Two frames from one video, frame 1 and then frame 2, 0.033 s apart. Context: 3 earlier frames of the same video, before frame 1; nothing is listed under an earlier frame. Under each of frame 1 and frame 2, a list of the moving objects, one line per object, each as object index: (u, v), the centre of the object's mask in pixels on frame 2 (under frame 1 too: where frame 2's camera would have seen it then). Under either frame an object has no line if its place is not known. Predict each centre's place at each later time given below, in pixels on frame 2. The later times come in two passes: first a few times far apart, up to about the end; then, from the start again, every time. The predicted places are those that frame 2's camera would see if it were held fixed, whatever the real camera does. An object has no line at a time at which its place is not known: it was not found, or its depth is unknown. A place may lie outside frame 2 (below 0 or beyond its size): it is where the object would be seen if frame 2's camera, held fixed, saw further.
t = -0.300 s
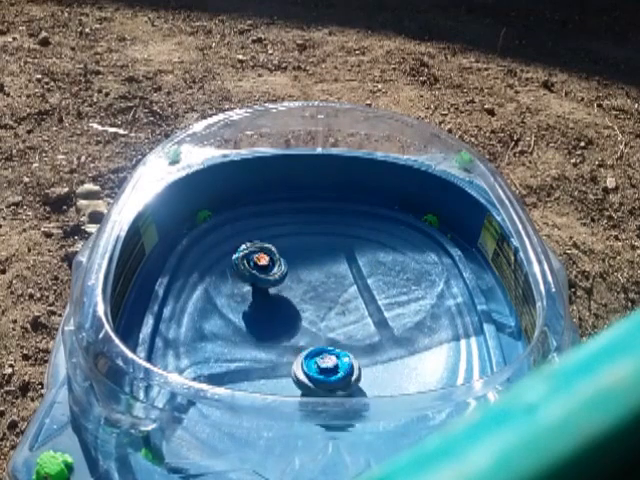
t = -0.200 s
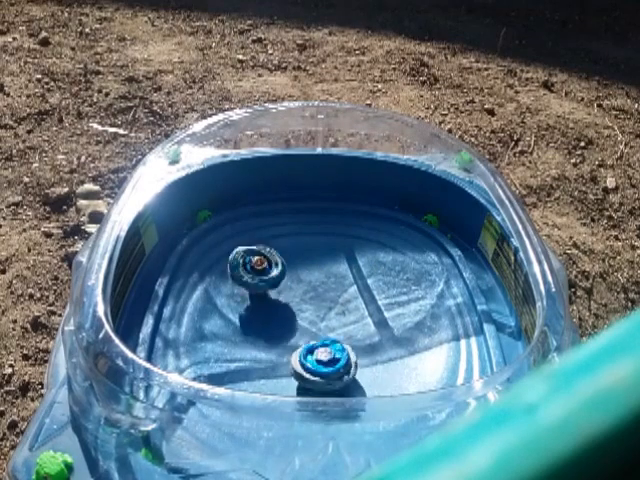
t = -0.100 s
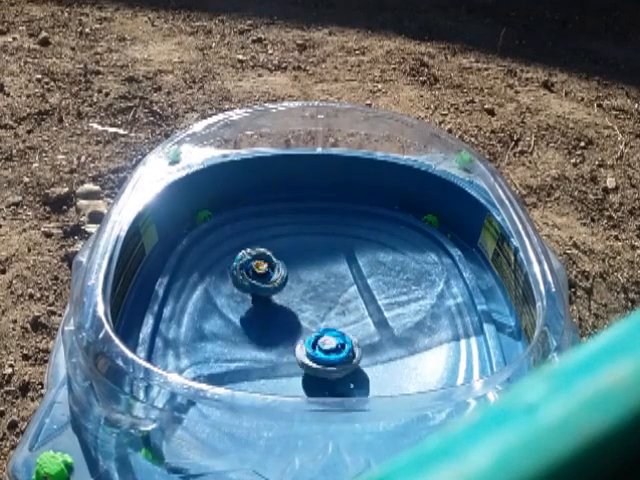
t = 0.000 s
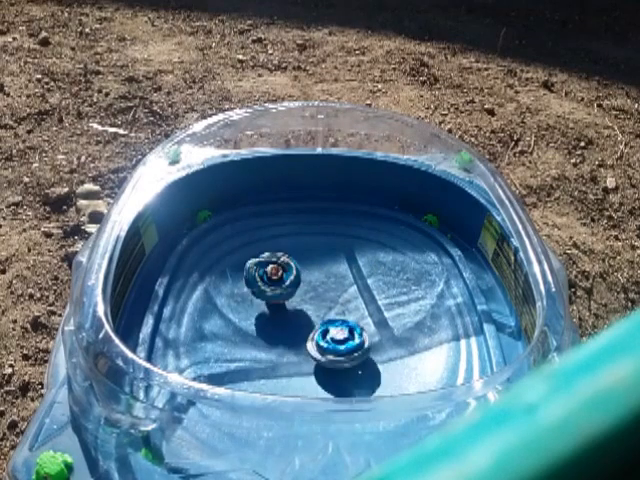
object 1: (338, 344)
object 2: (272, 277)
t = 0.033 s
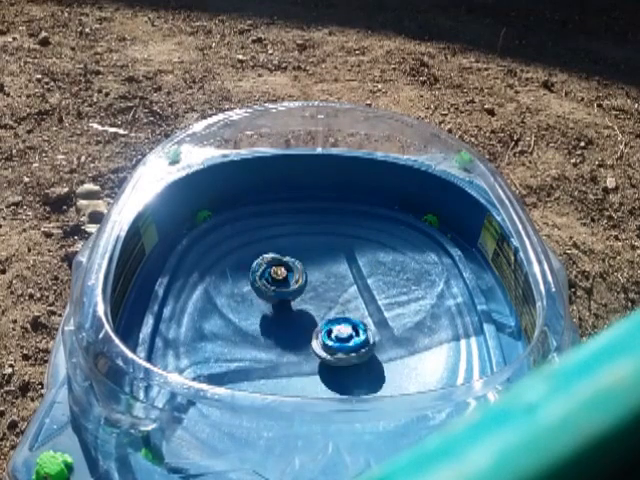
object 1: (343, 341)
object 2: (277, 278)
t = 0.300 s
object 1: (371, 334)
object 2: (324, 278)
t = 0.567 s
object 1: (368, 331)
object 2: (354, 278)
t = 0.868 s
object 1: (334, 324)
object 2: (329, 263)
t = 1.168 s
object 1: (299, 353)
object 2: (274, 244)
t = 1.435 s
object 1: (308, 374)
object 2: (239, 225)
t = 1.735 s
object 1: (274, 357)
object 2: (226, 241)
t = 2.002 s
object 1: (314, 326)
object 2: (269, 287)
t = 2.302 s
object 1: (373, 337)
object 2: (315, 301)
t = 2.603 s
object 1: (358, 345)
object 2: (341, 292)
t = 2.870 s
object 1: (336, 333)
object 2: (320, 280)
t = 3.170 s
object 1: (328, 318)
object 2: (278, 272)
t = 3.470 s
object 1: (351, 318)
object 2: (274, 303)
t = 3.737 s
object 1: (349, 332)
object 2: (285, 315)
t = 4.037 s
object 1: (350, 338)
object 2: (280, 322)
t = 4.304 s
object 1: (339, 329)
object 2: (272, 324)
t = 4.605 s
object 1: (340, 309)
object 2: (280, 314)
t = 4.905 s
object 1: (344, 308)
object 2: (280, 310)
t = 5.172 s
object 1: (346, 306)
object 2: (270, 314)
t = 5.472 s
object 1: (361, 319)
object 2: (270, 334)
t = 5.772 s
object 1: (340, 318)
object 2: (275, 328)
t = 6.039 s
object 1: (343, 308)
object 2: (260, 334)
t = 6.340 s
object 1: (329, 304)
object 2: (283, 328)
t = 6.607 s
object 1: (333, 297)
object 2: (276, 343)
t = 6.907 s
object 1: (323, 298)
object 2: (297, 347)
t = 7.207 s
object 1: (323, 296)
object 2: (317, 339)
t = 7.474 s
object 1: (320, 295)
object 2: (330, 337)
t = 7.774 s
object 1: (313, 291)
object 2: (336, 336)
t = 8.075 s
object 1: (301, 293)
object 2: (357, 355)
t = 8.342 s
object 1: (295, 308)
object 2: (349, 345)
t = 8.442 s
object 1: (289, 311)
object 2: (343, 341)
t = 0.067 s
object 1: (347, 339)
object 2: (283, 279)
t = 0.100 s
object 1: (351, 338)
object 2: (289, 280)
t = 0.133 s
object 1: (356, 337)
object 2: (295, 279)
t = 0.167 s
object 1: (359, 336)
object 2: (301, 280)
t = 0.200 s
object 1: (363, 335)
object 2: (307, 279)
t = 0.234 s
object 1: (366, 335)
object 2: (313, 279)
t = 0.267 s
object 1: (369, 334)
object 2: (319, 279)
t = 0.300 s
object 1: (371, 334)
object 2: (324, 278)
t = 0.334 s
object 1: (373, 334)
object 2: (329, 278)
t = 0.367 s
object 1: (375, 334)
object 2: (333, 278)
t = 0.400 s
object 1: (376, 334)
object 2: (337, 277)
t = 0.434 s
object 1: (376, 334)
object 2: (341, 278)
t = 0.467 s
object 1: (375, 334)
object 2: (345, 278)
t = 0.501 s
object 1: (373, 334)
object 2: (348, 278)
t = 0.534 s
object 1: (371, 333)
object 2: (351, 278)
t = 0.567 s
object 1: (368, 331)
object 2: (354, 278)
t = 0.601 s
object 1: (367, 328)
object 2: (357, 279)
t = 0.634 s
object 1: (362, 330)
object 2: (358, 276)
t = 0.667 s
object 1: (359, 336)
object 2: (357, 263)
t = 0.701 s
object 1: (355, 338)
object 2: (354, 255)
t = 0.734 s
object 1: (350, 337)
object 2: (352, 251)
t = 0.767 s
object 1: (346, 335)
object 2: (348, 252)
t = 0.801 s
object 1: (341, 332)
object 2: (342, 254)
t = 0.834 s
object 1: (337, 328)
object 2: (336, 258)
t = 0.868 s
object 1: (334, 324)
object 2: (329, 263)
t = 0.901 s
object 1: (334, 319)
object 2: (325, 269)
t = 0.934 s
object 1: (334, 331)
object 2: (318, 258)
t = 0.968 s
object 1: (336, 345)
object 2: (311, 242)
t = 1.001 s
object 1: (335, 354)
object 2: (304, 234)
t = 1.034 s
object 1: (332, 358)
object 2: (297, 230)
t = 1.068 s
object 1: (323, 358)
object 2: (291, 228)
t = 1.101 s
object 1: (315, 358)
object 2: (286, 232)
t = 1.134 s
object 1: (307, 356)
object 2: (281, 237)
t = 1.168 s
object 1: (299, 353)
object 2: (274, 244)
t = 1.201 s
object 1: (293, 349)
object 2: (268, 251)
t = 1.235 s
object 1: (287, 344)
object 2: (265, 262)
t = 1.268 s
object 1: (283, 338)
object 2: (261, 273)
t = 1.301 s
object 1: (280, 333)
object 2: (262, 283)
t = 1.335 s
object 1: (287, 348)
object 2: (255, 269)
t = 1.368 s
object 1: (299, 364)
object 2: (246, 250)
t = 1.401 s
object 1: (305, 372)
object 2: (242, 235)
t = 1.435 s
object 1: (308, 374)
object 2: (239, 225)
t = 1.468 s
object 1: (306, 376)
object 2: (239, 221)
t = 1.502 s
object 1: (301, 375)
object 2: (239, 219)
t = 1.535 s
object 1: (295, 375)
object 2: (237, 217)
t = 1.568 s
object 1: (290, 374)
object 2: (234, 219)
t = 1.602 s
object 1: (283, 372)
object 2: (231, 223)
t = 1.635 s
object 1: (279, 370)
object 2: (227, 229)
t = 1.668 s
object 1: (276, 368)
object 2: (224, 234)
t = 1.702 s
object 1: (274, 362)
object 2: (225, 237)
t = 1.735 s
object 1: (274, 357)
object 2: (226, 241)
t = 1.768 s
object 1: (275, 353)
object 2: (230, 245)
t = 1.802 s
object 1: (277, 347)
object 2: (234, 247)
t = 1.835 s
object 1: (281, 343)
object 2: (237, 250)
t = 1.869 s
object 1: (285, 338)
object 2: (243, 257)
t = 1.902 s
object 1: (291, 333)
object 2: (250, 266)
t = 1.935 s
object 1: (298, 330)
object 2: (255, 276)
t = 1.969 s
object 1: (305, 327)
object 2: (262, 283)
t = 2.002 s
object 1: (314, 326)
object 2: (269, 287)
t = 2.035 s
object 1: (324, 326)
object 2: (272, 289)
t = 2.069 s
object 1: (331, 326)
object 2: (276, 293)
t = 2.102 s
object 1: (338, 326)
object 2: (282, 296)
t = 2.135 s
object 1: (345, 326)
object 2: (289, 298)
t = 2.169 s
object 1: (351, 328)
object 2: (298, 301)
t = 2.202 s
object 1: (360, 331)
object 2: (298, 300)
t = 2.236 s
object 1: (366, 333)
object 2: (302, 299)
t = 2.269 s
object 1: (370, 335)
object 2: (308, 300)
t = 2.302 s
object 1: (373, 337)
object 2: (315, 301)
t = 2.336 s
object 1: (374, 340)
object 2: (322, 301)
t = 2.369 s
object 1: (375, 341)
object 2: (329, 301)
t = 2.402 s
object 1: (376, 345)
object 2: (333, 300)
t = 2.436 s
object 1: (374, 346)
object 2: (337, 299)
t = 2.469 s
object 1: (372, 347)
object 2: (340, 298)
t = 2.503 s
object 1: (369, 348)
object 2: (342, 296)
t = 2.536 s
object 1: (366, 348)
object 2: (342, 294)
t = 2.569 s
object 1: (362, 347)
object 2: (342, 293)
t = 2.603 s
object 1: (358, 345)
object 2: (341, 292)
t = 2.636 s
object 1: (355, 344)
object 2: (340, 292)
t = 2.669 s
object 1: (350, 341)
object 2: (338, 291)
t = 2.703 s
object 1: (347, 338)
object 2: (337, 290)
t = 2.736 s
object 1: (345, 336)
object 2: (334, 285)
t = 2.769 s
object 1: (344, 336)
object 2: (333, 282)
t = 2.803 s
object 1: (340, 334)
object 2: (329, 282)
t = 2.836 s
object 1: (337, 332)
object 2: (325, 284)
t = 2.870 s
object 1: (336, 333)
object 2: (320, 280)
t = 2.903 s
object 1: (335, 330)
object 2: (315, 277)
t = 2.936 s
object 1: (332, 328)
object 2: (311, 278)
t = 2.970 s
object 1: (331, 326)
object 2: (307, 279)
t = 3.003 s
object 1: (332, 326)
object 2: (300, 276)
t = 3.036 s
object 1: (331, 325)
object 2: (295, 273)
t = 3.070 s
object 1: (330, 324)
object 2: (291, 271)
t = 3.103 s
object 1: (329, 322)
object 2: (286, 271)
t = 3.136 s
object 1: (329, 320)
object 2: (282, 271)
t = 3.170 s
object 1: (328, 318)
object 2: (278, 272)
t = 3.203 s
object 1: (329, 316)
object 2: (276, 276)
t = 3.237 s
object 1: (329, 314)
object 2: (275, 280)
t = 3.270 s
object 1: (330, 312)
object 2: (273, 283)
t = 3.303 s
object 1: (330, 310)
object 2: (274, 288)
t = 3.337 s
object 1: (337, 311)
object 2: (271, 291)
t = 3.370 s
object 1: (343, 312)
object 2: (268, 293)
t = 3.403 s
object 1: (347, 313)
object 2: (268, 296)
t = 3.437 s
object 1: (349, 316)
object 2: (270, 299)
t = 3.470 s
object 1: (351, 318)
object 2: (274, 303)
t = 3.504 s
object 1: (353, 320)
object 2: (278, 305)
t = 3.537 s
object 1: (352, 323)
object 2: (283, 308)
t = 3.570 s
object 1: (350, 325)
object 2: (288, 309)
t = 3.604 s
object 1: (350, 327)
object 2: (289, 311)
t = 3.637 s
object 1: (353, 328)
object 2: (286, 312)
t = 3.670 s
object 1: (351, 331)
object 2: (284, 312)
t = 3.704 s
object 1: (349, 331)
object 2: (286, 315)
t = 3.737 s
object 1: (349, 332)
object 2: (285, 315)
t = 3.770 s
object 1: (350, 332)
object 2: (280, 316)
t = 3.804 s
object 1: (349, 333)
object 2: (280, 316)
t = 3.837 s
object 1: (348, 333)
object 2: (283, 317)
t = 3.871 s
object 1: (347, 335)
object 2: (285, 319)
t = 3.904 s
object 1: (349, 335)
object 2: (283, 321)
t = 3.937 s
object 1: (349, 336)
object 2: (282, 321)
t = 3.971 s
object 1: (348, 336)
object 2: (283, 322)
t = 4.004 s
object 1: (347, 337)
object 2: (284, 323)
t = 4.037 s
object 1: (350, 338)
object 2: (280, 322)
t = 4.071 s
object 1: (351, 338)
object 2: (275, 321)
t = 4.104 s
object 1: (349, 337)
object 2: (272, 323)
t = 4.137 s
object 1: (348, 337)
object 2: (270, 322)
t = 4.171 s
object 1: (346, 336)
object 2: (269, 324)
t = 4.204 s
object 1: (344, 335)
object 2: (268, 323)
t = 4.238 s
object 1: (342, 334)
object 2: (269, 324)
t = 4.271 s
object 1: (340, 333)
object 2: (270, 322)
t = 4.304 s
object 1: (339, 329)
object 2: (272, 324)
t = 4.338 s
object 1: (338, 327)
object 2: (273, 322)
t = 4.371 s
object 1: (338, 324)
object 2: (273, 321)
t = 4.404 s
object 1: (339, 322)
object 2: (271, 319)
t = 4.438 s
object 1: (338, 319)
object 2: (271, 319)
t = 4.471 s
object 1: (338, 318)
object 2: (272, 319)
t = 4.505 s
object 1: (339, 315)
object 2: (273, 318)
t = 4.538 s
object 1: (339, 313)
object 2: (276, 317)
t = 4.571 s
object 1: (339, 312)
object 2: (278, 315)
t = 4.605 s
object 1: (340, 309)
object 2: (280, 314)
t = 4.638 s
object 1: (342, 308)
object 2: (281, 313)
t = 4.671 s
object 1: (345, 307)
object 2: (275, 311)
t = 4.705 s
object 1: (347, 306)
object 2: (274, 309)
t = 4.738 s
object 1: (348, 306)
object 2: (273, 307)
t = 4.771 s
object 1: (348, 306)
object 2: (274, 306)
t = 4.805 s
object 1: (348, 306)
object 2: (275, 307)
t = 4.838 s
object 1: (347, 307)
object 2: (276, 307)
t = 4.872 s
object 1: (346, 308)
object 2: (278, 308)
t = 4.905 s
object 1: (344, 308)
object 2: (280, 310)
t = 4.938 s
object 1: (342, 309)
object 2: (281, 309)
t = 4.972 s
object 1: (344, 307)
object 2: (275, 310)
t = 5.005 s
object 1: (346, 307)
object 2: (273, 312)
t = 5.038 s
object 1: (344, 307)
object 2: (272, 312)
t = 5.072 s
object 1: (343, 308)
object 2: (273, 312)
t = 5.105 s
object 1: (341, 308)
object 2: (275, 312)
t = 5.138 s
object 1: (339, 308)
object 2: (278, 312)
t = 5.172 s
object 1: (346, 306)
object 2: (270, 314)
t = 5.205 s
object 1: (355, 304)
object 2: (258, 317)
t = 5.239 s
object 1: (360, 304)
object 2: (251, 319)
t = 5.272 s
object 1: (362, 305)
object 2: (250, 321)
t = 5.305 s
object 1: (365, 307)
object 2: (251, 325)
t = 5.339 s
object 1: (366, 310)
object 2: (253, 329)
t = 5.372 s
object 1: (366, 312)
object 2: (256, 330)
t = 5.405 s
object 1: (365, 314)
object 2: (260, 331)
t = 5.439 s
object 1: (364, 316)
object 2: (265, 333)
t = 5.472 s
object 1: (361, 319)
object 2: (270, 334)
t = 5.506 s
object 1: (358, 321)
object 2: (274, 333)
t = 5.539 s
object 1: (354, 322)
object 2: (279, 332)
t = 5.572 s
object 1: (351, 323)
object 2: (284, 332)
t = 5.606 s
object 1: (347, 323)
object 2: (287, 330)
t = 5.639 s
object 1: (345, 322)
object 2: (285, 330)
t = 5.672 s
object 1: (344, 322)
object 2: (284, 329)
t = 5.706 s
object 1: (343, 320)
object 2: (279, 328)
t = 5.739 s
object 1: (341, 319)
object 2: (276, 329)
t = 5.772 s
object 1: (340, 318)
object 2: (275, 328)
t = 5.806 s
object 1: (339, 317)
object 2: (277, 327)
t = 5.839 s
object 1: (338, 315)
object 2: (279, 327)
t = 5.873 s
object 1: (338, 313)
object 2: (279, 326)
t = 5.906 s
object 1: (342, 311)
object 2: (269, 328)
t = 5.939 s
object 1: (344, 309)
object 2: (265, 329)
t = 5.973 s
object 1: (344, 309)
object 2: (262, 331)
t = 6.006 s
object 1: (344, 308)
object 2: (260, 333)
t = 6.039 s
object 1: (343, 308)
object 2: (260, 334)
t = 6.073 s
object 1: (342, 308)
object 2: (260, 335)
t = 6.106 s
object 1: (341, 307)
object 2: (260, 335)
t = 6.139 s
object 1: (340, 307)
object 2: (262, 336)
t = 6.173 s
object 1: (338, 307)
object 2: (265, 335)
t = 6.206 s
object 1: (336, 307)
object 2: (268, 335)
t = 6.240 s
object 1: (333, 306)
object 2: (272, 334)
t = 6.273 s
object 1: (331, 306)
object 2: (276, 332)
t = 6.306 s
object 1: (330, 305)
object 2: (280, 330)
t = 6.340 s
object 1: (329, 304)
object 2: (283, 328)
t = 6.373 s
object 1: (329, 302)
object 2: (282, 328)
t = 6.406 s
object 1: (328, 302)
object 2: (282, 328)
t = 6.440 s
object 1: (328, 301)
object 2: (284, 328)
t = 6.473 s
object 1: (328, 299)
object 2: (283, 329)
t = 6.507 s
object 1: (332, 297)
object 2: (277, 335)
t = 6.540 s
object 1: (334, 296)
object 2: (274, 339)
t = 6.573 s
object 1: (334, 296)
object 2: (274, 342)
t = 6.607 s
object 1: (333, 297)
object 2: (276, 343)
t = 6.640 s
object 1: (332, 299)
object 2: (279, 344)
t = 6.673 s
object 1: (331, 300)
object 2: (283, 345)
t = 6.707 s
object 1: (329, 302)
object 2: (286, 344)
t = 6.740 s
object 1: (328, 303)
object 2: (290, 343)
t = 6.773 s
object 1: (326, 304)
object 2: (293, 341)
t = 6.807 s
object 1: (324, 303)
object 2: (296, 340)
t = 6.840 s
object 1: (323, 301)
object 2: (296, 344)
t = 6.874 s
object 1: (324, 299)
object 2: (296, 346)
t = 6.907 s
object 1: (323, 298)
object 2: (297, 347)
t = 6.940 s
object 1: (324, 297)
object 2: (299, 345)
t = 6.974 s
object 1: (325, 296)
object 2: (301, 344)
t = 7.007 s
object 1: (325, 296)
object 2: (304, 343)
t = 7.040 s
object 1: (325, 297)
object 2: (306, 340)
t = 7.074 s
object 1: (326, 297)
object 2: (308, 339)
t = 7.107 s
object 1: (325, 297)
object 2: (310, 338)
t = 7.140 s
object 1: (325, 296)
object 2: (312, 339)
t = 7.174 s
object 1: (324, 296)
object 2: (314, 339)
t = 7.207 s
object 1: (323, 296)
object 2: (317, 339)
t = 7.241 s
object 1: (323, 294)
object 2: (319, 342)
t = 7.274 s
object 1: (322, 294)
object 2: (320, 343)
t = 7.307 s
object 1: (322, 294)
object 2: (322, 343)
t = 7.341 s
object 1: (322, 294)
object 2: (324, 344)
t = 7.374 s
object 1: (322, 295)
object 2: (327, 343)
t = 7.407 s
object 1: (321, 294)
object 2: (328, 341)
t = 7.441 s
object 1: (321, 295)
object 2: (330, 339)
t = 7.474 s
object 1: (320, 295)
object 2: (330, 337)
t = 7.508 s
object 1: (318, 294)
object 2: (331, 342)
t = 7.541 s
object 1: (317, 293)
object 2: (334, 345)
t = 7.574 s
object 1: (316, 292)
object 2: (336, 346)
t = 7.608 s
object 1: (315, 290)
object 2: (338, 345)
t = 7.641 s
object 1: (315, 290)
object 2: (338, 342)
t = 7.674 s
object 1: (314, 290)
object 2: (337, 341)
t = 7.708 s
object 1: (314, 290)
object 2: (337, 339)
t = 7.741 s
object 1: (314, 290)
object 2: (337, 338)
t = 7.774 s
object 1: (313, 291)
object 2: (336, 336)
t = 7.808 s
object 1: (311, 292)
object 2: (334, 333)
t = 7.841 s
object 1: (310, 292)
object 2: (333, 332)
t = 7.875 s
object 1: (307, 290)
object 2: (338, 340)
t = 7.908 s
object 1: (306, 289)
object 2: (344, 348)
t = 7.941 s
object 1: (305, 289)
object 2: (348, 351)
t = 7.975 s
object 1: (304, 289)
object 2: (350, 354)
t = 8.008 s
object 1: (303, 290)
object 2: (354, 355)
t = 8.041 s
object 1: (302, 291)
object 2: (356, 355)
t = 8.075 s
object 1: (301, 293)
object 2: (357, 355)
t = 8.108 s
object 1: (301, 294)
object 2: (358, 356)
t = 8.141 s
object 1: (299, 296)
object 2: (359, 355)
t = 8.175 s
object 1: (298, 297)
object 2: (359, 352)
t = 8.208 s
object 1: (298, 300)
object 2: (357, 352)
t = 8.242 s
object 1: (298, 301)
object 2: (357, 351)
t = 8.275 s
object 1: (296, 304)
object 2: (355, 349)
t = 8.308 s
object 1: (296, 306)
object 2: (352, 347)
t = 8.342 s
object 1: (295, 308)
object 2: (349, 345)
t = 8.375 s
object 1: (294, 310)
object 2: (345, 342)
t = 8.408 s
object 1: (293, 312)
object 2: (341, 340)
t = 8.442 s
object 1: (289, 311)
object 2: (343, 341)
